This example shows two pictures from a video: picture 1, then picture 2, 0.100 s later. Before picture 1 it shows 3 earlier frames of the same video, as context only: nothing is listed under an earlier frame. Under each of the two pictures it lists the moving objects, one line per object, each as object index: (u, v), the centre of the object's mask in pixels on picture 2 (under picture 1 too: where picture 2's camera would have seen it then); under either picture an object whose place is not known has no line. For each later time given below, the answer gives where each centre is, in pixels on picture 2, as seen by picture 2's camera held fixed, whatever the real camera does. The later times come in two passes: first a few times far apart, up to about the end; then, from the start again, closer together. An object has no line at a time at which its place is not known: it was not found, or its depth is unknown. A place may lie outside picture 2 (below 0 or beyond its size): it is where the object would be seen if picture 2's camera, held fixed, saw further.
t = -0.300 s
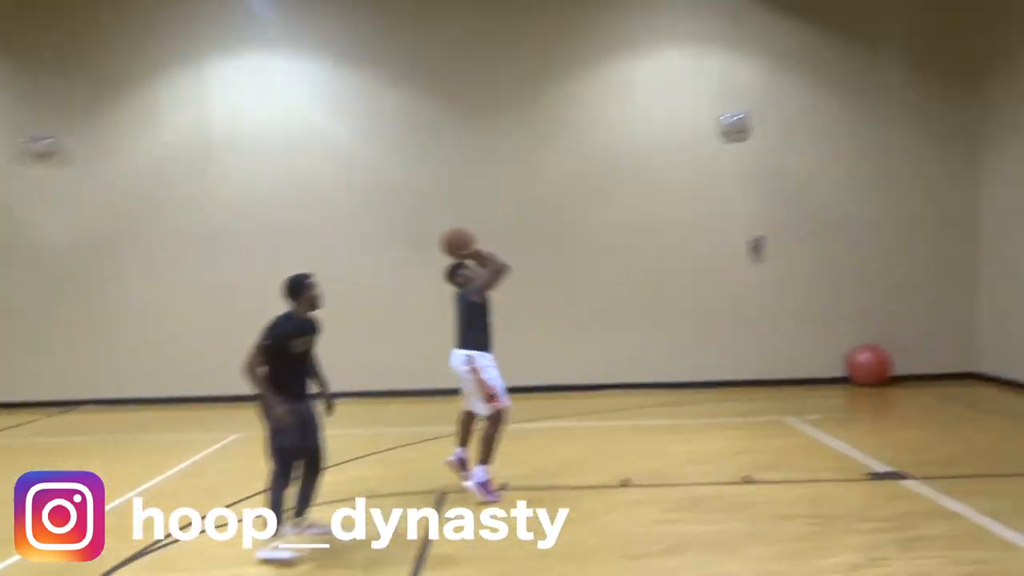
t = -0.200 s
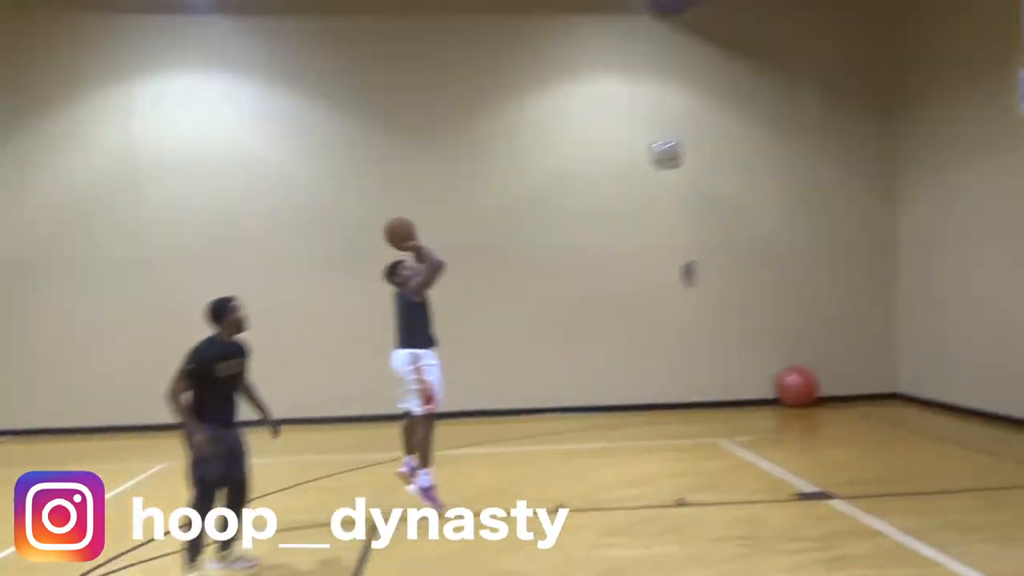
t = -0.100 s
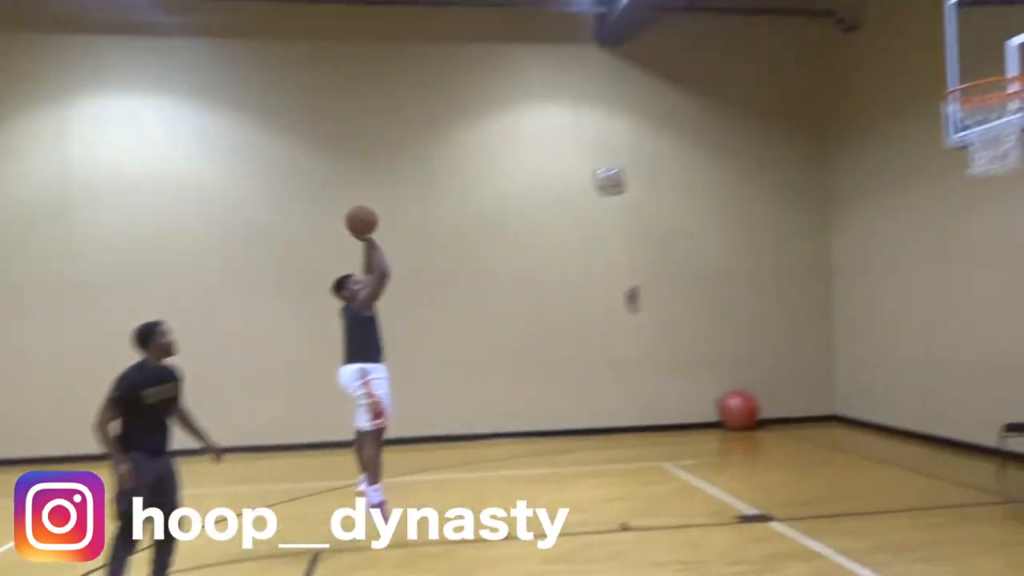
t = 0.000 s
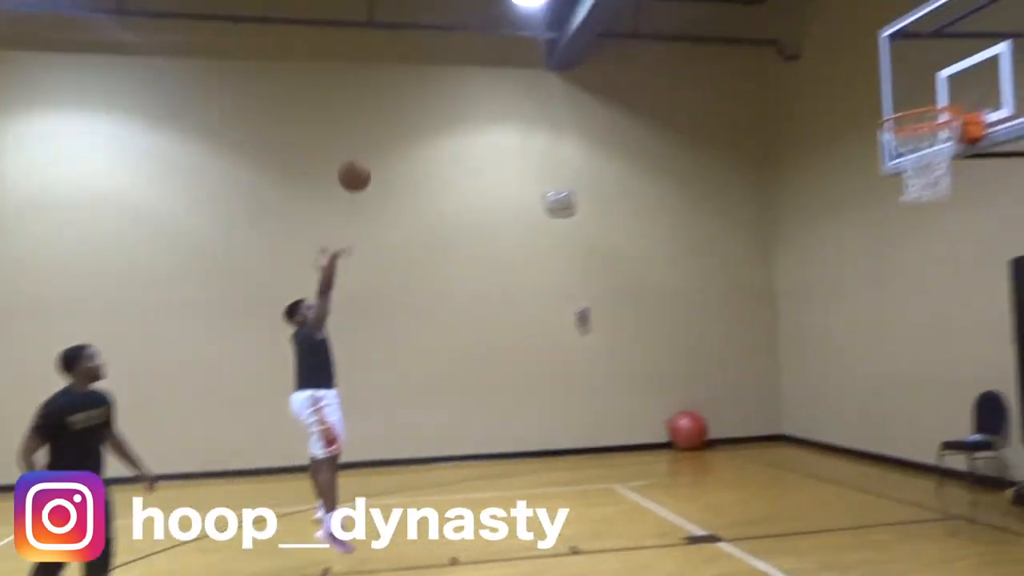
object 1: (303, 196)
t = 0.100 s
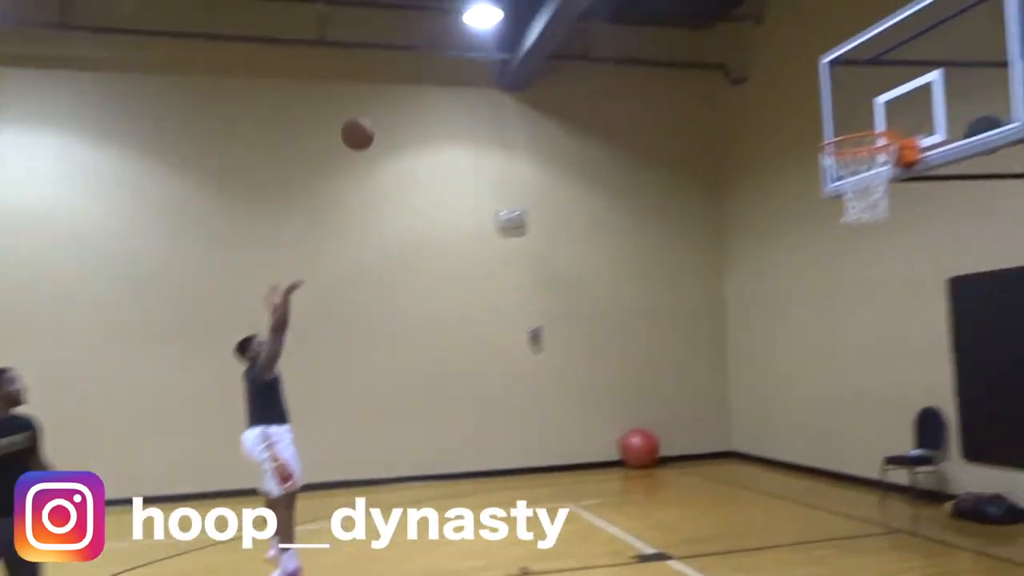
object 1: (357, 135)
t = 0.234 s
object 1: (431, 73)
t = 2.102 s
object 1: (589, 386)
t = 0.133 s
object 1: (375, 117)
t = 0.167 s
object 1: (394, 101)
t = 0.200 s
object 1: (412, 86)
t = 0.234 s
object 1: (431, 73)
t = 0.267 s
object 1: (448, 60)
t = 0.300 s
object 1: (467, 44)
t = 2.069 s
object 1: (599, 380)
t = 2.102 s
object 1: (589, 386)
